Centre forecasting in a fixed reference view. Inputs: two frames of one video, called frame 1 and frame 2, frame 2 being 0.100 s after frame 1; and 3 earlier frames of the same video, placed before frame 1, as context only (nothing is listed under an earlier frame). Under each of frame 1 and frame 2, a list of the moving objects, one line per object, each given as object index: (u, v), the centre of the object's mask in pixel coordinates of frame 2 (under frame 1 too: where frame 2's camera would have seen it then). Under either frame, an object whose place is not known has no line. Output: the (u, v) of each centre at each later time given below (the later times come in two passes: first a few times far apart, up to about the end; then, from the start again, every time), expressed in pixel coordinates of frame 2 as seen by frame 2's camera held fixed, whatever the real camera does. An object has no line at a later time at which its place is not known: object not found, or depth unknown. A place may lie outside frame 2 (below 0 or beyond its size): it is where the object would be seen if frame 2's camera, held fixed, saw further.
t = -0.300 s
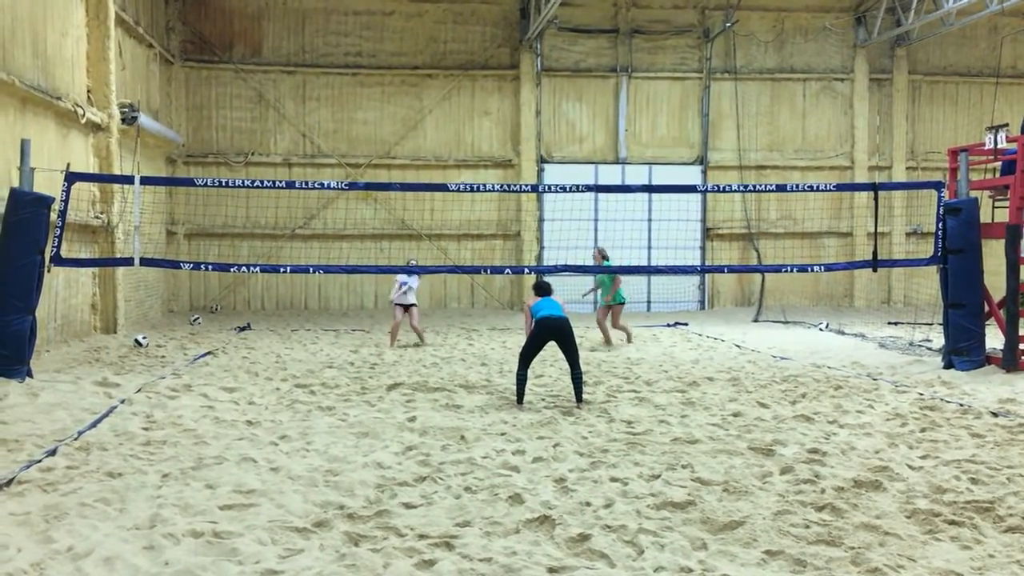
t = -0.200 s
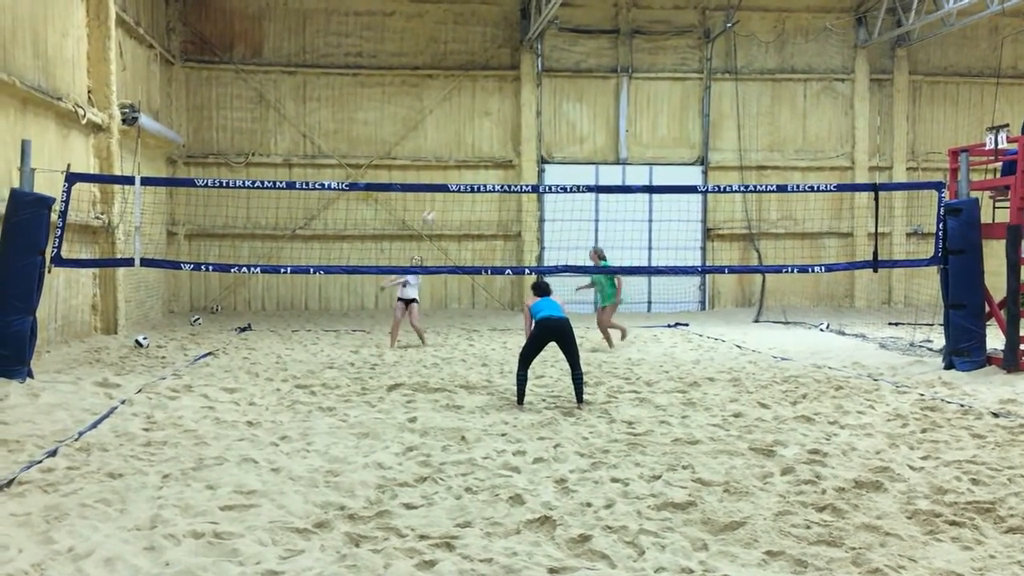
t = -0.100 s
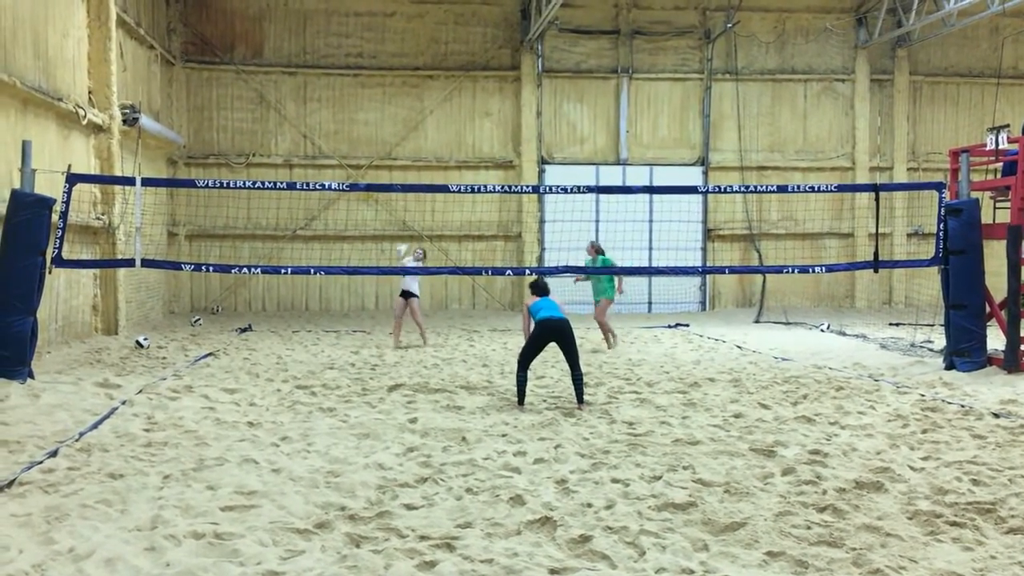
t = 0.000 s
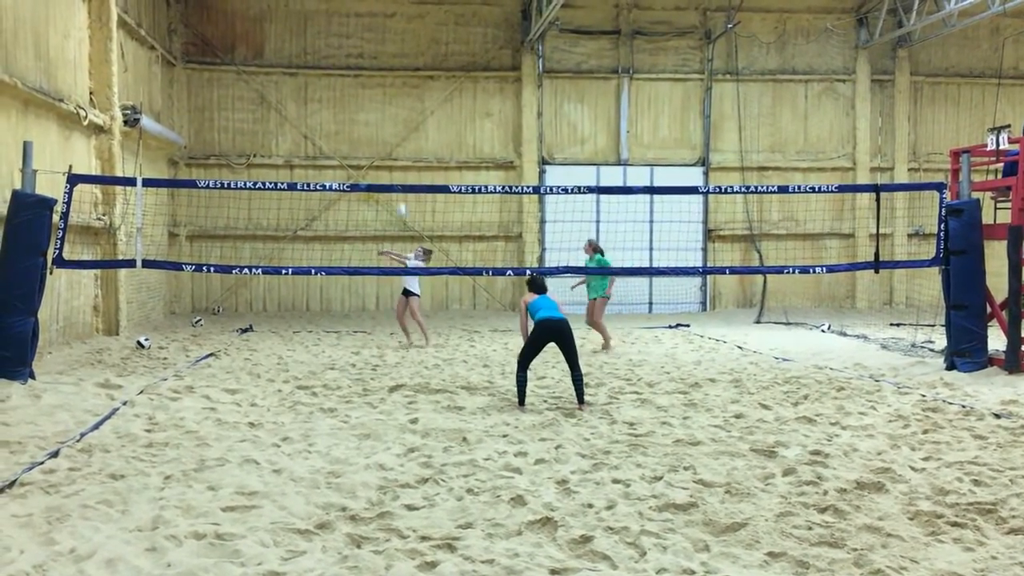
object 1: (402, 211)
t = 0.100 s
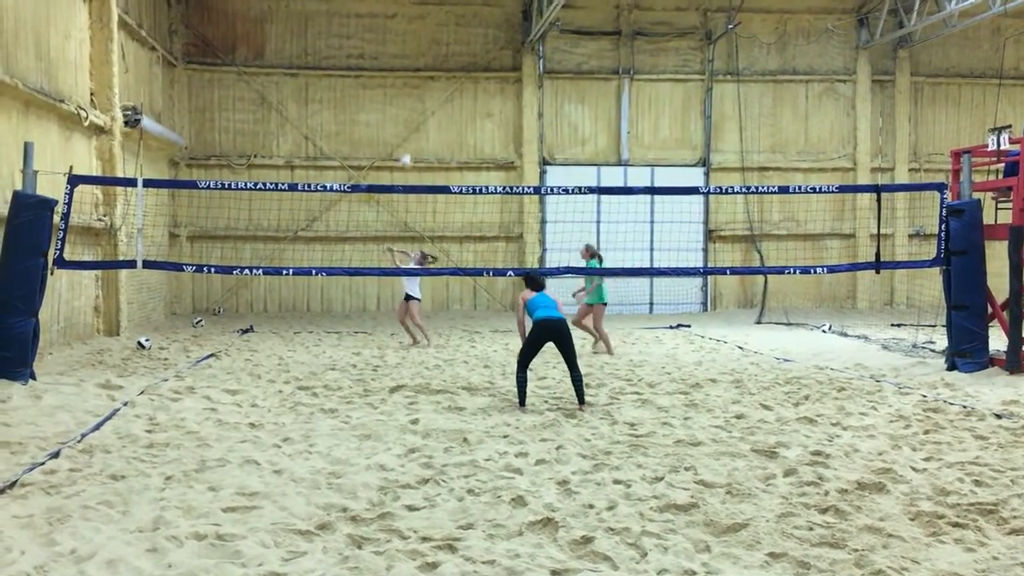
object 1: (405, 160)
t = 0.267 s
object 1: (413, 94)
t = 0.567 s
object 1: (424, 22)
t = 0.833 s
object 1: (433, 6)
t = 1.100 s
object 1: (441, 28)
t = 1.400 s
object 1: (450, 97)
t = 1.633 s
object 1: (459, 179)
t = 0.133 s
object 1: (408, 146)
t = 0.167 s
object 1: (408, 133)
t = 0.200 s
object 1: (410, 119)
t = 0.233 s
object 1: (411, 106)
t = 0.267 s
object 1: (413, 94)
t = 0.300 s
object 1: (414, 83)
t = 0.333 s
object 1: (415, 74)
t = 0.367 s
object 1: (417, 64)
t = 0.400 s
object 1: (417, 55)
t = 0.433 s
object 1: (419, 47)
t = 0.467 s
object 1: (420, 40)
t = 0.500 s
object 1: (421, 33)
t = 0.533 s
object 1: (423, 27)
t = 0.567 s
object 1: (424, 22)
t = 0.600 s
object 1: (425, 18)
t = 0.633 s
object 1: (426, 14)
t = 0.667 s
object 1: (427, 11)
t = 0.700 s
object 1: (428, 8)
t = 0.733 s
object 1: (429, 7)
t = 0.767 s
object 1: (430, 6)
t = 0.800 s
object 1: (431, 6)
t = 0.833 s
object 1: (433, 6)
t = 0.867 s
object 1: (433, 6)
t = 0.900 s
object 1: (434, 8)
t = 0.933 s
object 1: (435, 10)
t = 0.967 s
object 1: (437, 13)
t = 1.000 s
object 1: (438, 15)
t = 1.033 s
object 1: (439, 19)
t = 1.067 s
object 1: (440, 24)
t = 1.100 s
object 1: (441, 28)
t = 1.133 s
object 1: (442, 34)
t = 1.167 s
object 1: (443, 40)
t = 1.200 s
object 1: (444, 48)
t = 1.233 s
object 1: (445, 54)
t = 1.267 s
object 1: (446, 63)
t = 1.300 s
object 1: (447, 70)
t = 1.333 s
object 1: (449, 79)
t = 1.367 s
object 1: (449, 88)
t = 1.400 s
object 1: (450, 97)
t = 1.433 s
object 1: (451, 108)
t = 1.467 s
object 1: (453, 119)
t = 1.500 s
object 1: (454, 131)
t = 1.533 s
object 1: (455, 142)
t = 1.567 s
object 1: (456, 155)
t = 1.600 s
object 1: (457, 167)
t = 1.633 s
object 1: (459, 179)
